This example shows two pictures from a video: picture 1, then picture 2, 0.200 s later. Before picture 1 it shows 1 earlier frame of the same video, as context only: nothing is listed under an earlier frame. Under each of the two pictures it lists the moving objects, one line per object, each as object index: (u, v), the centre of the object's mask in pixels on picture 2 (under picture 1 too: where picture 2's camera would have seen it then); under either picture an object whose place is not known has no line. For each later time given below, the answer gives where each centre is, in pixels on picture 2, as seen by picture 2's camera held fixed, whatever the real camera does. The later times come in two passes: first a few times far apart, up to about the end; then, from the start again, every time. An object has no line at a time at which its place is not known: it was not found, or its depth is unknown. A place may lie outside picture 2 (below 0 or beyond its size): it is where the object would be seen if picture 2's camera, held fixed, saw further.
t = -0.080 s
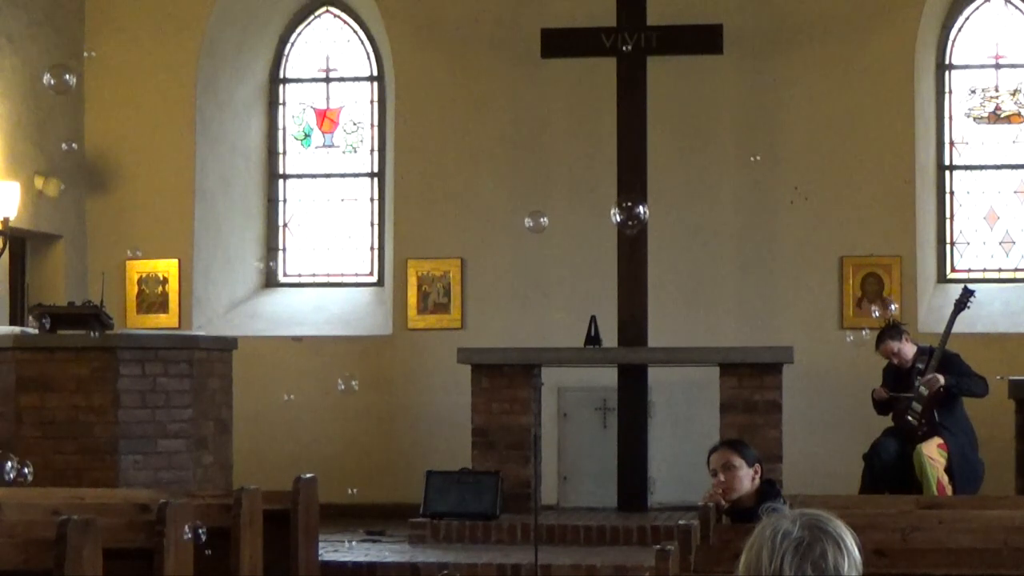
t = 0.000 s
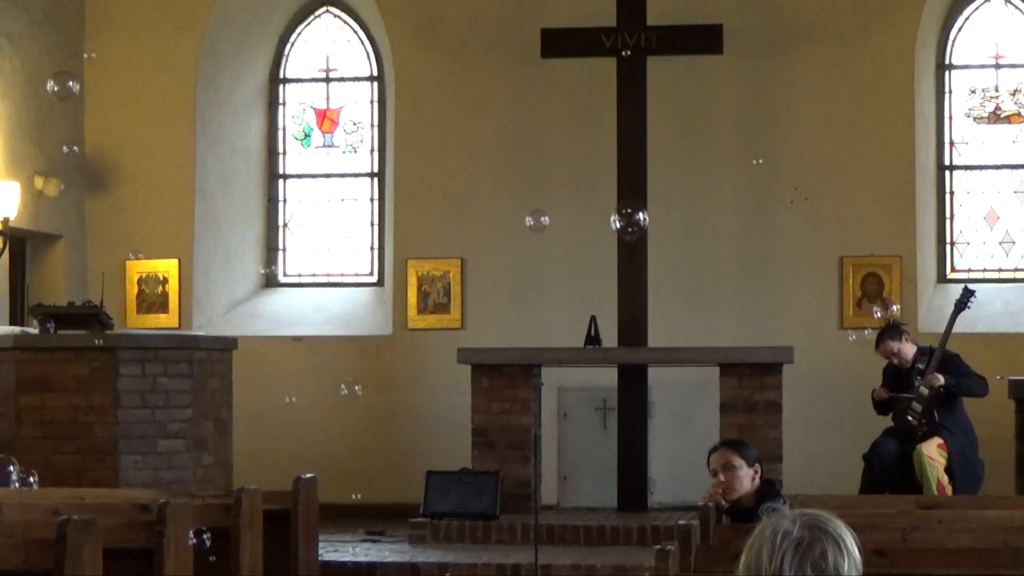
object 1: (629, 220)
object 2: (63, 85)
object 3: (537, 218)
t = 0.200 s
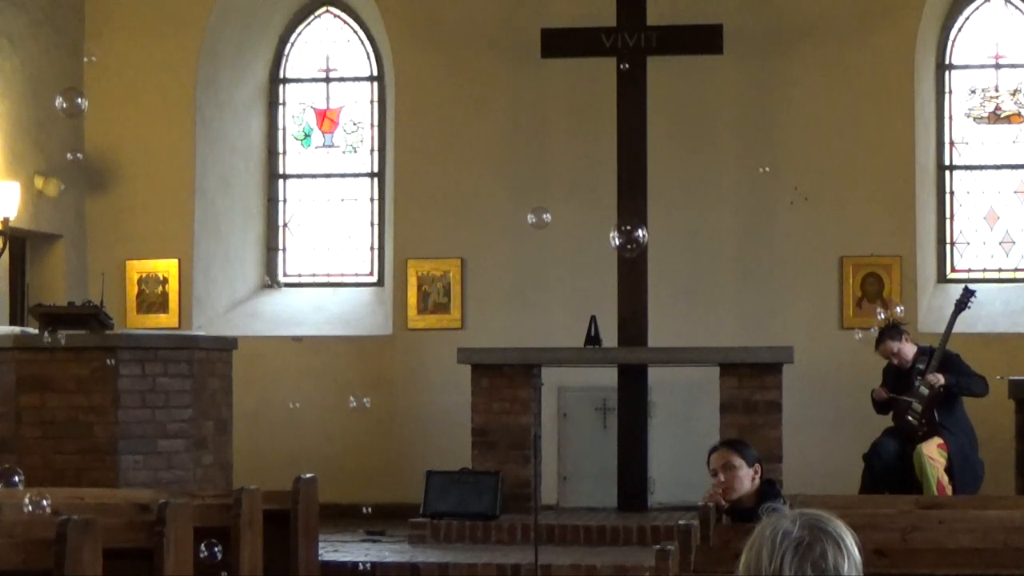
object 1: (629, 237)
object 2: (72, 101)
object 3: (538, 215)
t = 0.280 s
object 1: (628, 244)
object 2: (75, 108)
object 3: (539, 215)
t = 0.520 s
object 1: (627, 265)
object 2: (84, 128)
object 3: (542, 212)
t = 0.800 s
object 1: (625, 289)
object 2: (95, 150)
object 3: (546, 209)
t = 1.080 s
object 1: (622, 314)
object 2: (107, 172)
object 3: (550, 208)
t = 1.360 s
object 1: (620, 335)
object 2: (118, 194)
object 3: (554, 207)
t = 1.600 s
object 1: (619, 359)
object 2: (128, 213)
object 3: (558, 208)
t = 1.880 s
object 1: (619, 383)
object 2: (138, 232)
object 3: (563, 209)
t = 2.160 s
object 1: (620, 407)
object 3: (567, 211)
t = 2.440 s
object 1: (625, 429)
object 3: (572, 215)
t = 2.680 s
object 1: (630, 448)
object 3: (576, 218)
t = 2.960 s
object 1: (636, 467)
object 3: (579, 221)
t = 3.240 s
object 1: (643, 483)
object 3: (582, 225)
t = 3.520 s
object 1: (653, 498)
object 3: (584, 229)
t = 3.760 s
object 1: (663, 509)
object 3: (587, 232)
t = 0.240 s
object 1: (628, 240)
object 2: (73, 105)
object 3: (539, 215)
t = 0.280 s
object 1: (628, 244)
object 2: (75, 108)
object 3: (539, 215)
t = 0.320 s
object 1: (628, 247)
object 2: (76, 111)
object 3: (540, 214)
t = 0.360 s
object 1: (628, 252)
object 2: (78, 115)
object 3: (540, 214)
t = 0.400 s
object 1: (628, 255)
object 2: (80, 118)
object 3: (541, 213)
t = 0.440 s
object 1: (627, 258)
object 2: (81, 121)
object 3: (541, 212)
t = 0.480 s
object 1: (627, 262)
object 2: (83, 125)
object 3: (542, 212)
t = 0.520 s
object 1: (627, 265)
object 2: (84, 128)
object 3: (542, 212)
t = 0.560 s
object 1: (626, 269)
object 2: (86, 132)
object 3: (543, 211)
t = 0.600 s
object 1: (626, 273)
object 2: (88, 135)
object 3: (543, 211)
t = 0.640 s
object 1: (626, 276)
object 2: (89, 138)
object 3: (544, 211)
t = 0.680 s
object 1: (626, 278)
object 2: (91, 141)
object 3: (544, 210)
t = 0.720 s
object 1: (625, 282)
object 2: (93, 144)
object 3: (544, 210)
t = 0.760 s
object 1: (625, 287)
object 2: (94, 147)
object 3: (545, 210)
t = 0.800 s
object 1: (625, 289)
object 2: (95, 150)
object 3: (546, 209)
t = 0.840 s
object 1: (624, 293)
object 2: (97, 153)
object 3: (546, 209)
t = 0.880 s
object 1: (624, 297)
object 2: (99, 156)
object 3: (547, 209)
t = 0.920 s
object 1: (624, 300)
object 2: (100, 159)
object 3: (547, 209)
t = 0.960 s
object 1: (623, 304)
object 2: (102, 163)
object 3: (548, 208)
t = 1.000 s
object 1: (623, 307)
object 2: (104, 166)
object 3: (549, 208)
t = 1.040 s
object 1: (623, 310)
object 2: (105, 169)
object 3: (549, 208)
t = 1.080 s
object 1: (622, 314)
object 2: (107, 172)
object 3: (550, 208)
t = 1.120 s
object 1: (622, 317)
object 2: (108, 175)
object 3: (550, 208)
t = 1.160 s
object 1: (621, 321)
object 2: (110, 178)
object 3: (551, 207)
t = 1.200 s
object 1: (621, 325)
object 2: (112, 181)
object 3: (552, 207)
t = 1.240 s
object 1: (621, 328)
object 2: (113, 184)
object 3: (552, 208)
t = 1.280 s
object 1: (621, 330)
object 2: (115, 189)
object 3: (553, 207)
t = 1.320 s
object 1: (620, 332)
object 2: (116, 192)
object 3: (554, 207)
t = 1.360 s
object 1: (620, 335)
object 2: (118, 194)
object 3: (554, 207)
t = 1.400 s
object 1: (620, 338)
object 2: (119, 197)
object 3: (555, 207)
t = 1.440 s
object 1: (620, 343)
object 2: (121, 201)
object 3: (556, 207)
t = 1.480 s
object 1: (620, 348)
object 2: (123, 204)
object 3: (556, 207)
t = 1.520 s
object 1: (620, 351)
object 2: (124, 207)
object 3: (557, 207)
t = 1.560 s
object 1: (620, 355)
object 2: (126, 210)
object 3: (557, 207)
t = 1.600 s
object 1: (619, 359)
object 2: (128, 213)
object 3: (558, 208)
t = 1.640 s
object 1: (619, 363)
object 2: (129, 216)
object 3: (559, 208)
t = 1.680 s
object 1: (619, 366)
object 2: (131, 219)
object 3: (559, 208)
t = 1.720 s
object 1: (619, 370)
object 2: (132, 222)
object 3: (560, 208)
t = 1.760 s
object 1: (619, 374)
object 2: (134, 225)
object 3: (561, 208)
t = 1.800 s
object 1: (619, 378)
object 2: (136, 227)
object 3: (561, 208)
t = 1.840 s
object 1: (619, 381)
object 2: (137, 230)
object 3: (562, 209)
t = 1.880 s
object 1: (619, 383)
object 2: (138, 232)
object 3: (563, 209)
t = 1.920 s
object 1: (619, 386)
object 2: (140, 235)
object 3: (563, 209)
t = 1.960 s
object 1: (619, 391)
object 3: (564, 210)
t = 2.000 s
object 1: (619, 394)
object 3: (565, 210)
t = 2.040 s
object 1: (619, 397)
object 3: (565, 210)
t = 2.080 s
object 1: (620, 400)
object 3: (566, 210)
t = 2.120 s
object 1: (620, 404)
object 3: (567, 211)
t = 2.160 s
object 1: (620, 407)
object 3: (567, 211)
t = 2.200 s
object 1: (620, 410)
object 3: (568, 212)
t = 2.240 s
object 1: (621, 414)
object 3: (569, 212)
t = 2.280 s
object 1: (622, 416)
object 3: (569, 212)
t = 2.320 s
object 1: (622, 420)
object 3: (570, 213)
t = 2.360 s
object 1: (623, 423)
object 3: (571, 214)
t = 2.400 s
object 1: (624, 426)
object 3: (571, 214)
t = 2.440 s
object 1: (625, 429)
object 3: (572, 215)
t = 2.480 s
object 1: (626, 432)
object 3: (573, 215)
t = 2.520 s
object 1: (627, 436)
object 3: (573, 216)
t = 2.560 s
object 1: (627, 439)
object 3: (574, 216)
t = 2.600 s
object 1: (628, 441)
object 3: (574, 217)
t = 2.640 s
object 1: (629, 445)
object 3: (575, 217)
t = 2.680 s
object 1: (630, 448)
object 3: (576, 218)
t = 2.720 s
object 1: (631, 450)
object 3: (576, 218)
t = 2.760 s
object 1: (632, 453)
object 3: (577, 219)
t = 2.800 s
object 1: (632, 456)
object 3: (577, 219)
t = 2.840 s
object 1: (633, 459)
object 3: (578, 220)
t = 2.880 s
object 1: (634, 462)
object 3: (578, 220)
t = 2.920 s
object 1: (635, 464)
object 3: (579, 221)
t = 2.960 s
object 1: (636, 467)
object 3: (579, 221)
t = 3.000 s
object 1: (637, 469)
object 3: (580, 222)
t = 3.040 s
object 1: (639, 473)
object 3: (580, 222)
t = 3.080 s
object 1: (639, 475)
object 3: (581, 223)
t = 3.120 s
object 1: (640, 477)
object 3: (581, 224)
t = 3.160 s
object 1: (641, 480)
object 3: (582, 224)
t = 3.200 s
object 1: (642, 482)
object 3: (582, 225)
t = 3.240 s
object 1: (643, 483)
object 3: (582, 225)
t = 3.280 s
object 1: (645, 486)
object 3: (583, 226)
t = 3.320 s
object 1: (646, 488)
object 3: (583, 226)
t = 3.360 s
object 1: (647, 490)
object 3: (583, 227)
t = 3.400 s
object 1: (649, 492)
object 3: (584, 228)
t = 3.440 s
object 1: (650, 494)
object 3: (584, 228)
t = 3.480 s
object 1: (651, 496)
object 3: (584, 228)
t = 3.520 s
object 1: (653, 498)
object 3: (584, 229)
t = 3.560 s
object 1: (654, 499)
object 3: (585, 230)
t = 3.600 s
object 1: (656, 499)
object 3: (585, 230)
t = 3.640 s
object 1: (657, 503)
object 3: (586, 231)
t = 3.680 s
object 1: (659, 506)
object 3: (586, 231)
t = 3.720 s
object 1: (661, 508)
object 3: (586, 232)
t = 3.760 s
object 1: (663, 509)
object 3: (587, 232)
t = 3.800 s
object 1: (664, 511)
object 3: (587, 233)
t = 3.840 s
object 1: (666, 513)
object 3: (587, 233)
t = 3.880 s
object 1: (668, 515)
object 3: (587, 234)
